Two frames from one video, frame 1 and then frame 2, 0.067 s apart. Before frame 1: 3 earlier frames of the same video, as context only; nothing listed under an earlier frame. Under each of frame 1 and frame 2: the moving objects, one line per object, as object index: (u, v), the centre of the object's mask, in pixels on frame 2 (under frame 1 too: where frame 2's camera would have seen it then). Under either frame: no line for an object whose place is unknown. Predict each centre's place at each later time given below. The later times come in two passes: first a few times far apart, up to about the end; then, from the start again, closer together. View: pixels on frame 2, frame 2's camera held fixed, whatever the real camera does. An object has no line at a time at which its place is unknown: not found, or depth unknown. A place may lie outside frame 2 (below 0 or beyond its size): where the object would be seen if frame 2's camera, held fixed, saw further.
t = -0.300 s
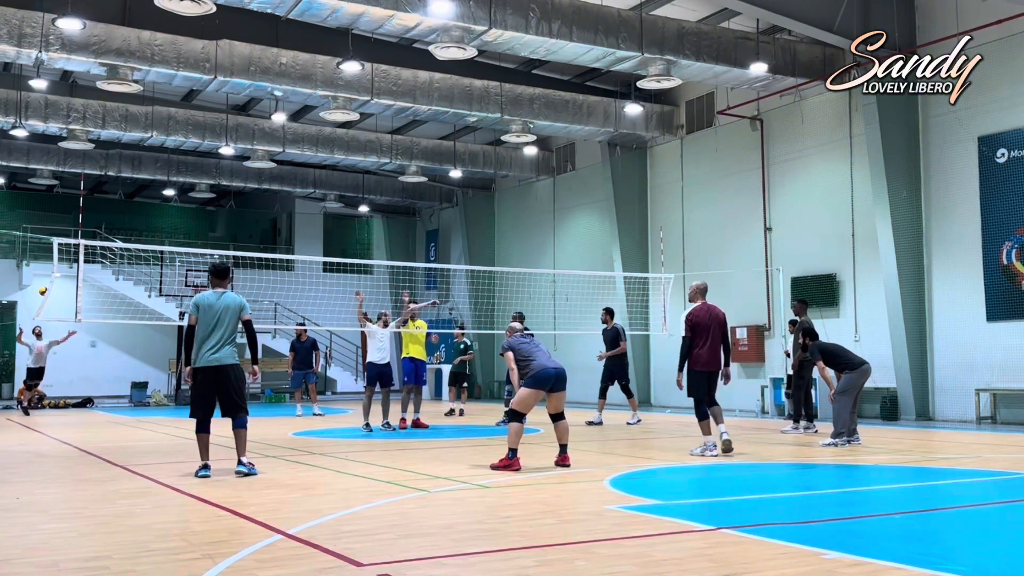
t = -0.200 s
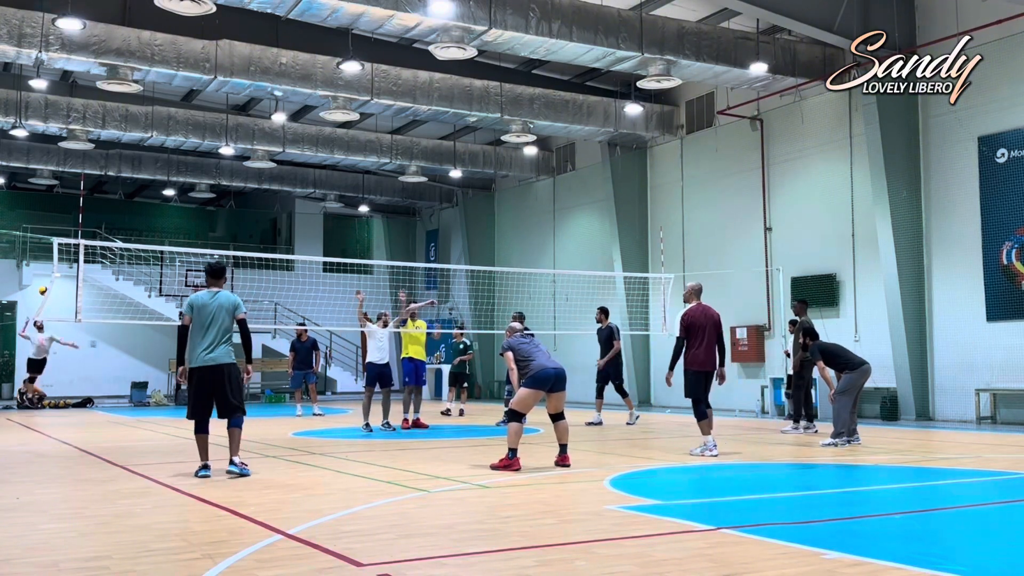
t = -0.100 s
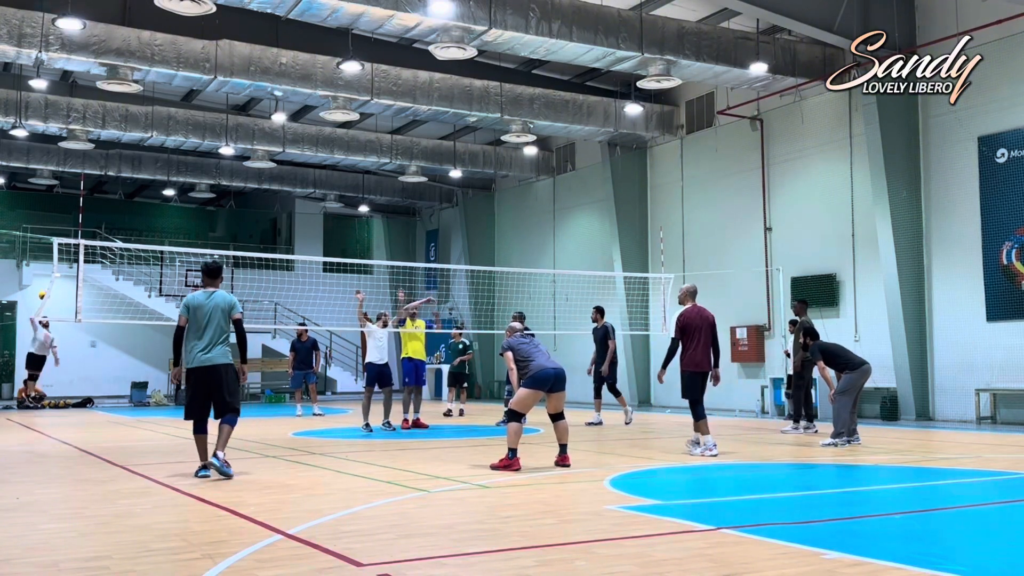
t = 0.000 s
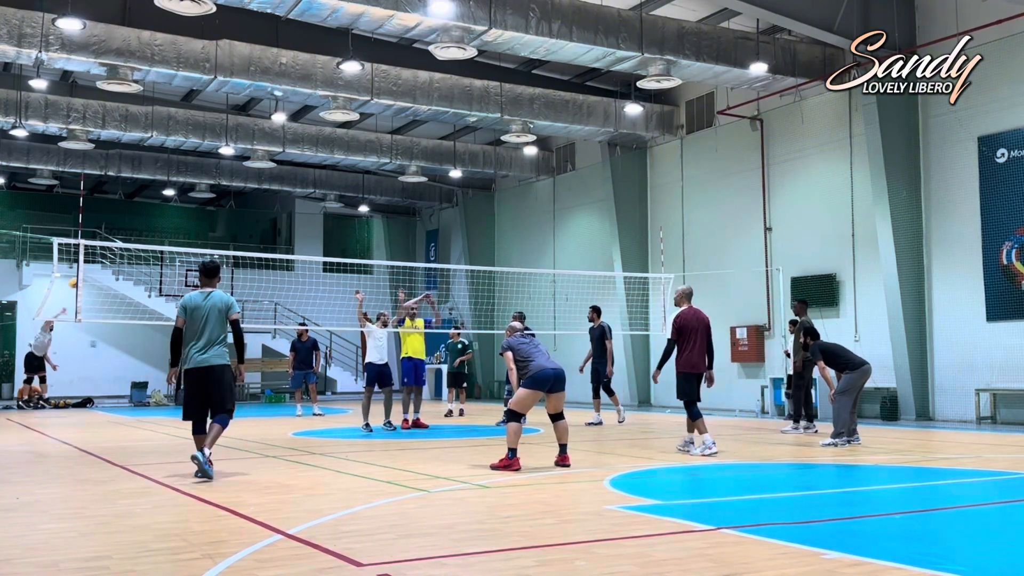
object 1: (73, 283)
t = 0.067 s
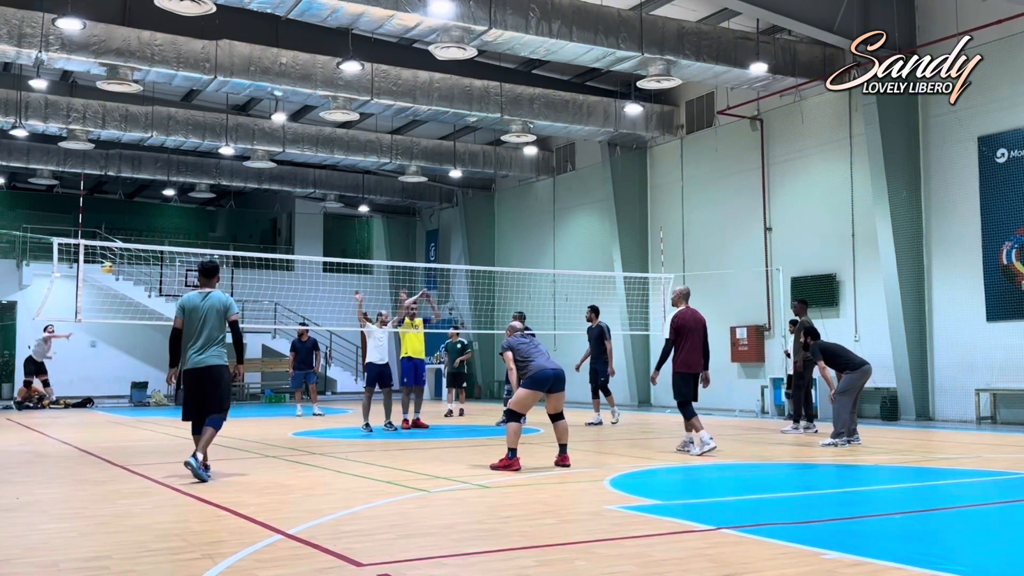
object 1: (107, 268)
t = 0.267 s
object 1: (208, 231)
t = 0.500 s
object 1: (338, 216)
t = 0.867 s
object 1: (575, 252)
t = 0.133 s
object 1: (141, 254)
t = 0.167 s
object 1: (158, 247)
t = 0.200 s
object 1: (174, 241)
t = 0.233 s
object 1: (191, 236)
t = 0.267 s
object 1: (208, 231)
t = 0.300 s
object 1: (226, 226)
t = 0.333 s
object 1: (244, 223)
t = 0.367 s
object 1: (262, 220)
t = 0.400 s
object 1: (281, 218)
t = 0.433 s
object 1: (299, 217)
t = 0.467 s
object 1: (319, 216)
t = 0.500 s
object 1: (338, 216)
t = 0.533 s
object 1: (358, 217)
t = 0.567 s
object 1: (378, 217)
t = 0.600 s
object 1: (399, 219)
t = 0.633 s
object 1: (419, 222)
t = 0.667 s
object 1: (441, 224)
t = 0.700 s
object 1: (463, 227)
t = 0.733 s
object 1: (484, 231)
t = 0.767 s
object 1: (506, 234)
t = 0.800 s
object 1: (528, 240)
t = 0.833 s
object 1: (552, 246)
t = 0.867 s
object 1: (575, 252)
